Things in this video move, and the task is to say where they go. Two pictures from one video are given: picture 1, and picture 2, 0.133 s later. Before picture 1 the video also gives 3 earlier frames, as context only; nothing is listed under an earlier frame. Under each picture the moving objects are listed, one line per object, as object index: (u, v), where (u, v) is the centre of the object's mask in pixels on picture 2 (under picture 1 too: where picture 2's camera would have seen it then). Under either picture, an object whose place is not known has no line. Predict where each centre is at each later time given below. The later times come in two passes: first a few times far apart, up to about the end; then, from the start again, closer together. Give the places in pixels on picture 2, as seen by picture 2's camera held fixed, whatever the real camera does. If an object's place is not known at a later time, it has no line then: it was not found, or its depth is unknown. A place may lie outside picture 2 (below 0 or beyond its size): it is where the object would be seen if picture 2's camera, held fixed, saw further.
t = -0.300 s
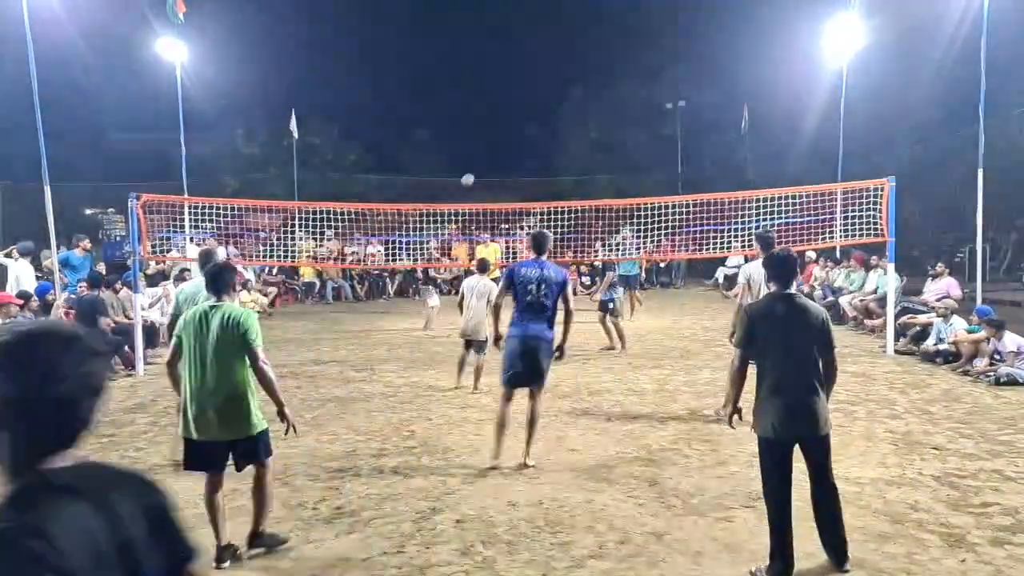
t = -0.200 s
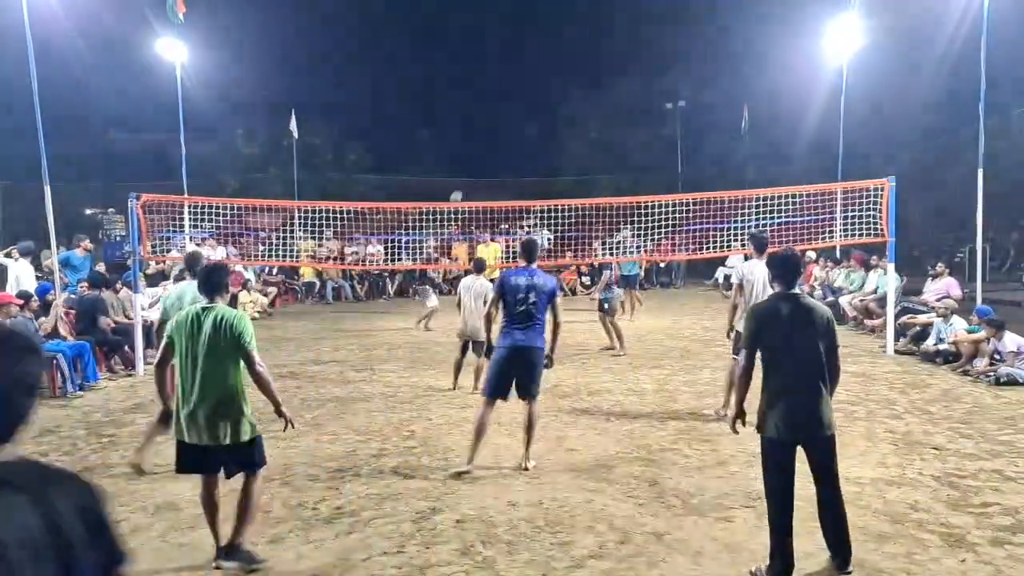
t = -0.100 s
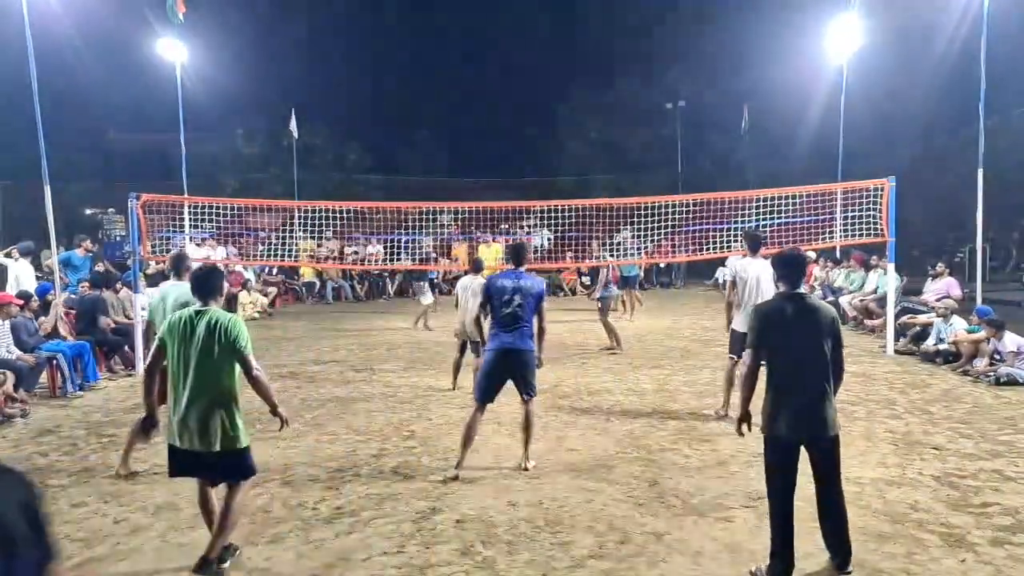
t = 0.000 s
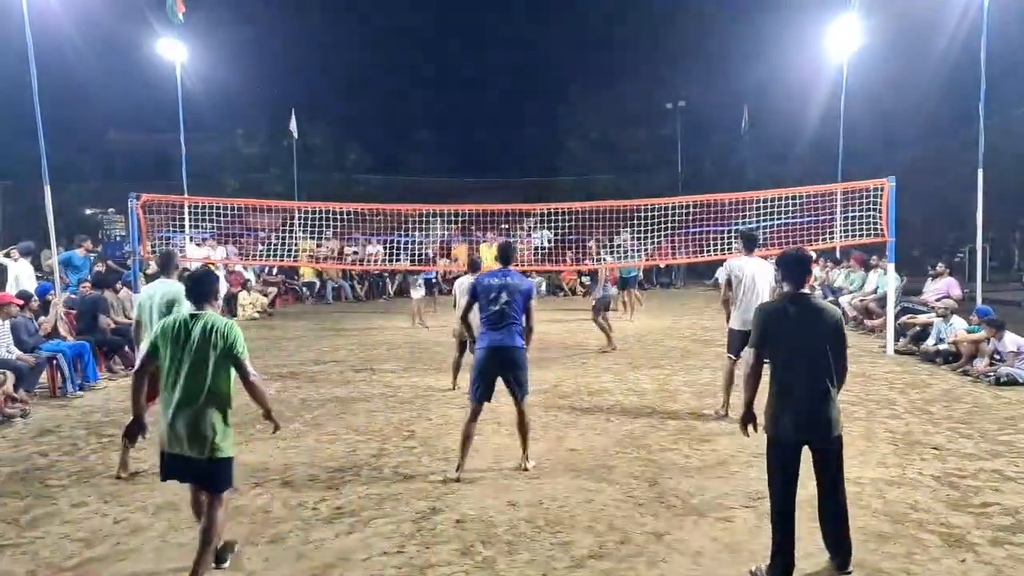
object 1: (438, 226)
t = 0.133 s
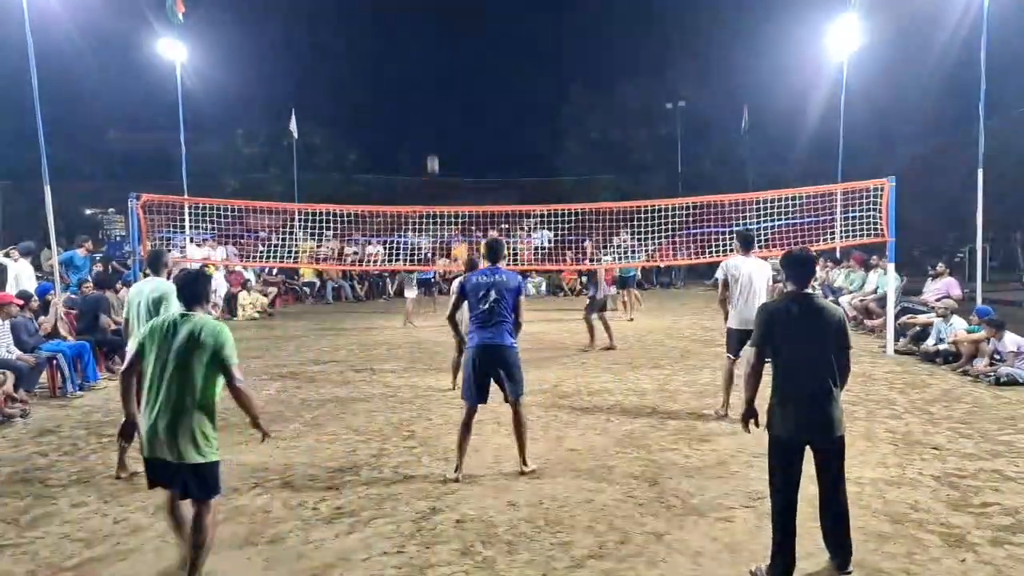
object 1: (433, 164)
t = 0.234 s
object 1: (429, 120)
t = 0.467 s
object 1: (419, 29)
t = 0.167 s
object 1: (432, 149)
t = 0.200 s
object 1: (430, 134)
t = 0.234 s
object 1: (429, 120)
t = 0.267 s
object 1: (428, 107)
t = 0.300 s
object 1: (426, 93)
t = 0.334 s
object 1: (425, 79)
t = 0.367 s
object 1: (424, 67)
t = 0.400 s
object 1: (422, 54)
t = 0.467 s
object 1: (419, 29)
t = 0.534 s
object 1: (417, 8)
